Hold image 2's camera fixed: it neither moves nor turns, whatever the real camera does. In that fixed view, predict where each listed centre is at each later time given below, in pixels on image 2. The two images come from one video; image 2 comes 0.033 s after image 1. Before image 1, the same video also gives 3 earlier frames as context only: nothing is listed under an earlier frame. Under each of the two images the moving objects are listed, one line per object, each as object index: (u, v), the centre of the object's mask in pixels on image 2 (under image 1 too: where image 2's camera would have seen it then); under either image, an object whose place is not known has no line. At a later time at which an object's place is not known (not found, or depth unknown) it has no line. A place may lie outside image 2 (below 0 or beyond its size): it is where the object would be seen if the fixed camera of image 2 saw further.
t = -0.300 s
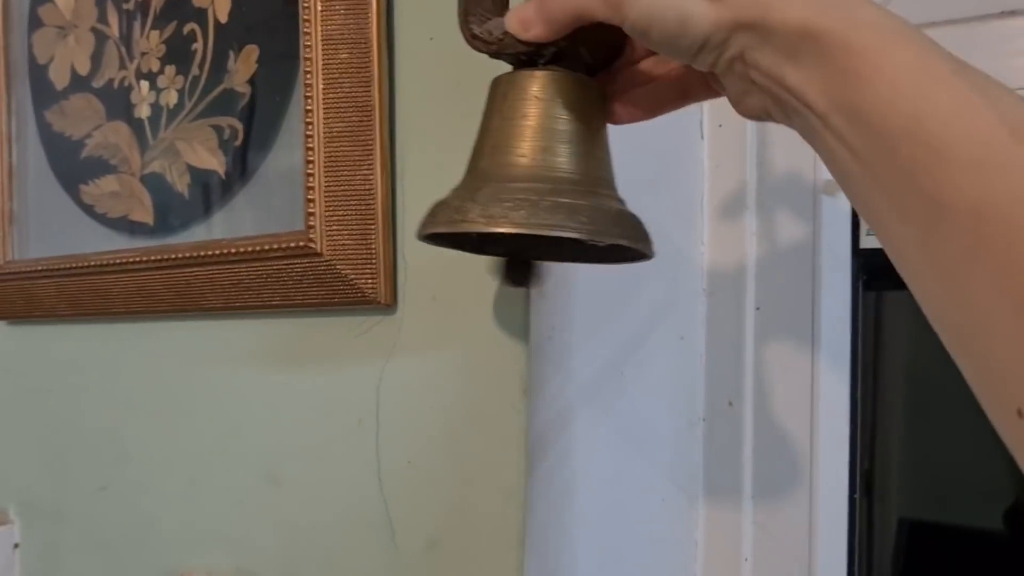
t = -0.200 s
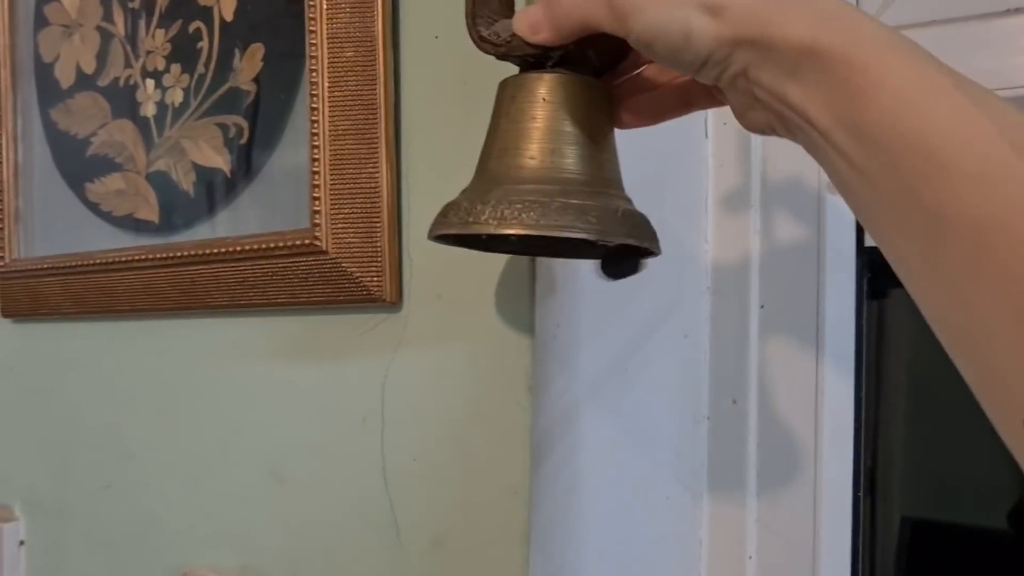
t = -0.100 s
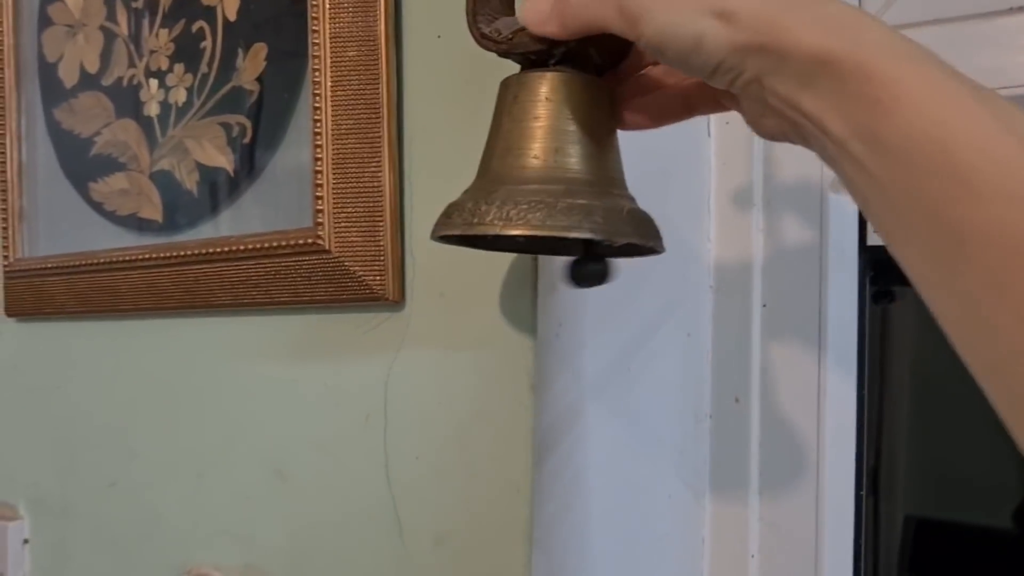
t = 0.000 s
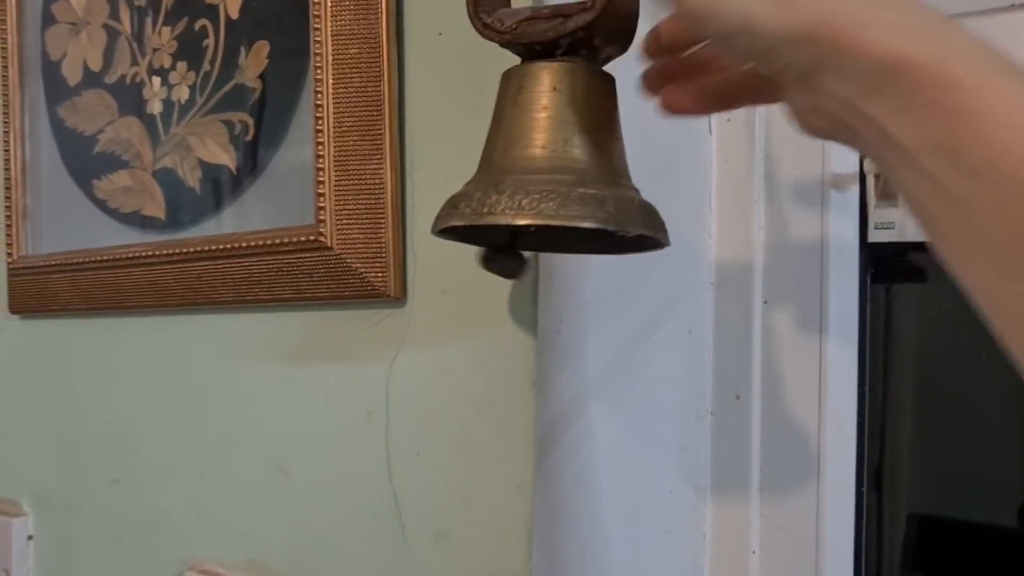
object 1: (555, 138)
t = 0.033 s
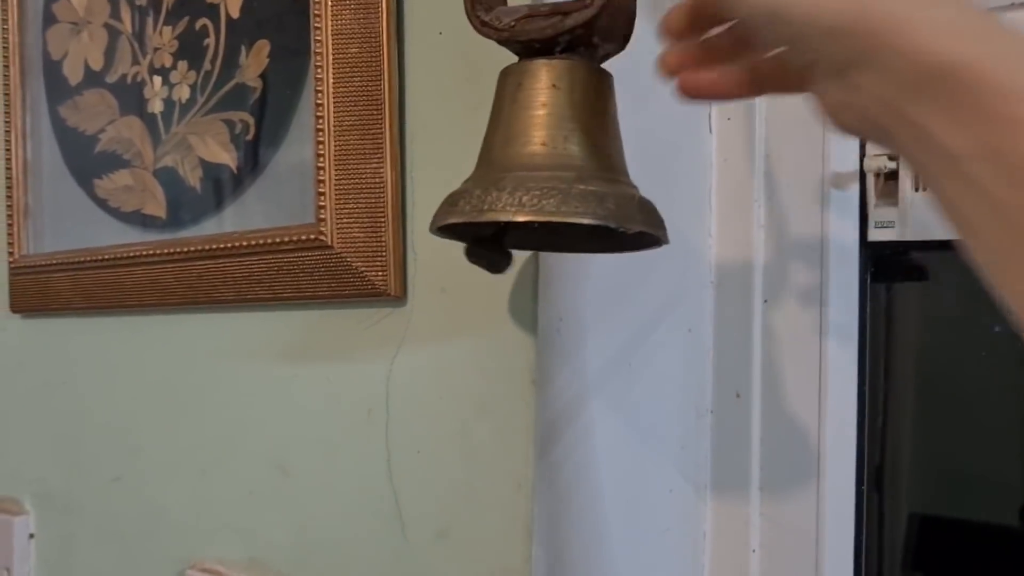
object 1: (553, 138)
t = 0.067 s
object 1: (550, 138)
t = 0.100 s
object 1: (544, 138)
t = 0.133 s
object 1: (538, 138)
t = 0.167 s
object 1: (532, 137)
